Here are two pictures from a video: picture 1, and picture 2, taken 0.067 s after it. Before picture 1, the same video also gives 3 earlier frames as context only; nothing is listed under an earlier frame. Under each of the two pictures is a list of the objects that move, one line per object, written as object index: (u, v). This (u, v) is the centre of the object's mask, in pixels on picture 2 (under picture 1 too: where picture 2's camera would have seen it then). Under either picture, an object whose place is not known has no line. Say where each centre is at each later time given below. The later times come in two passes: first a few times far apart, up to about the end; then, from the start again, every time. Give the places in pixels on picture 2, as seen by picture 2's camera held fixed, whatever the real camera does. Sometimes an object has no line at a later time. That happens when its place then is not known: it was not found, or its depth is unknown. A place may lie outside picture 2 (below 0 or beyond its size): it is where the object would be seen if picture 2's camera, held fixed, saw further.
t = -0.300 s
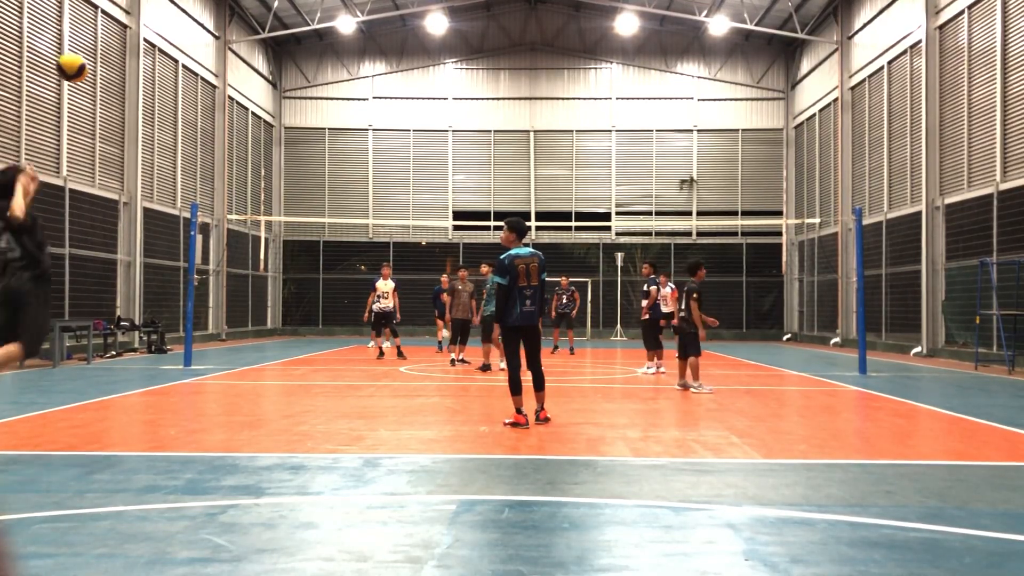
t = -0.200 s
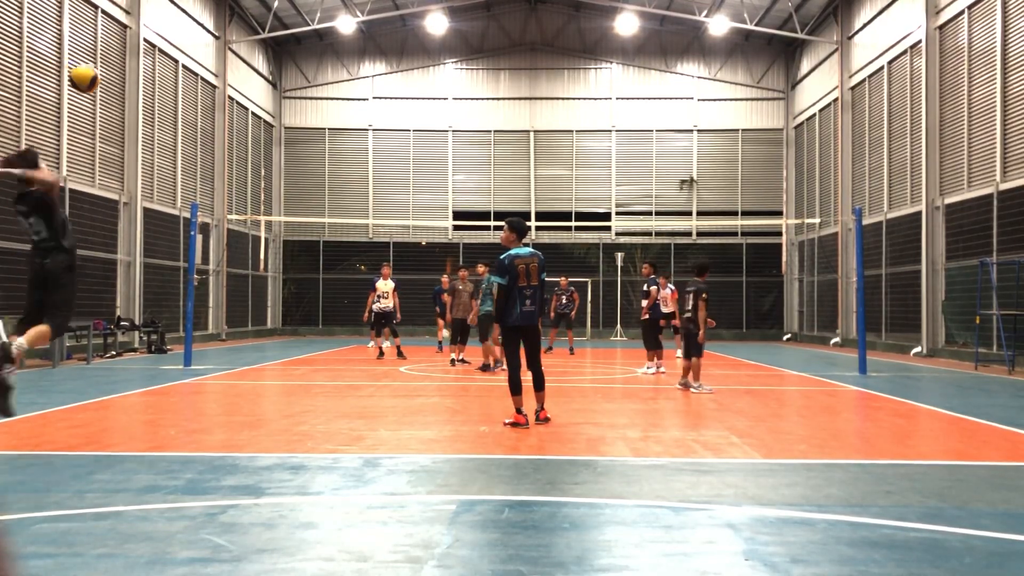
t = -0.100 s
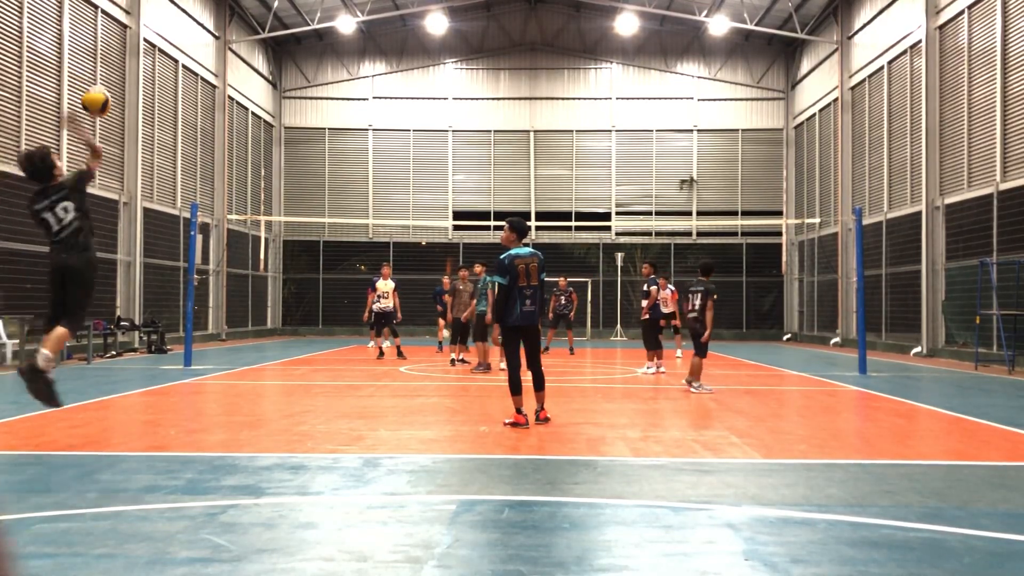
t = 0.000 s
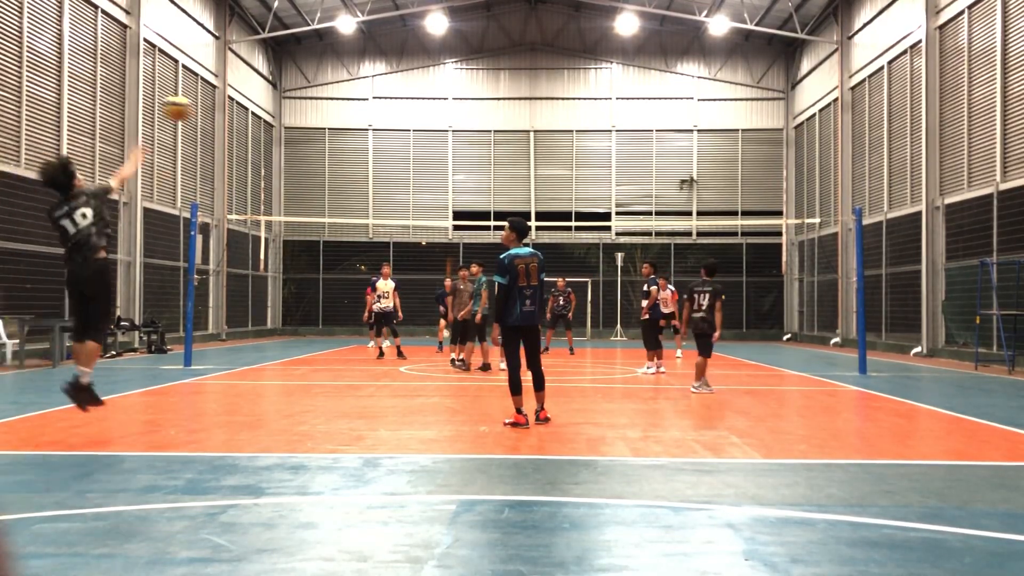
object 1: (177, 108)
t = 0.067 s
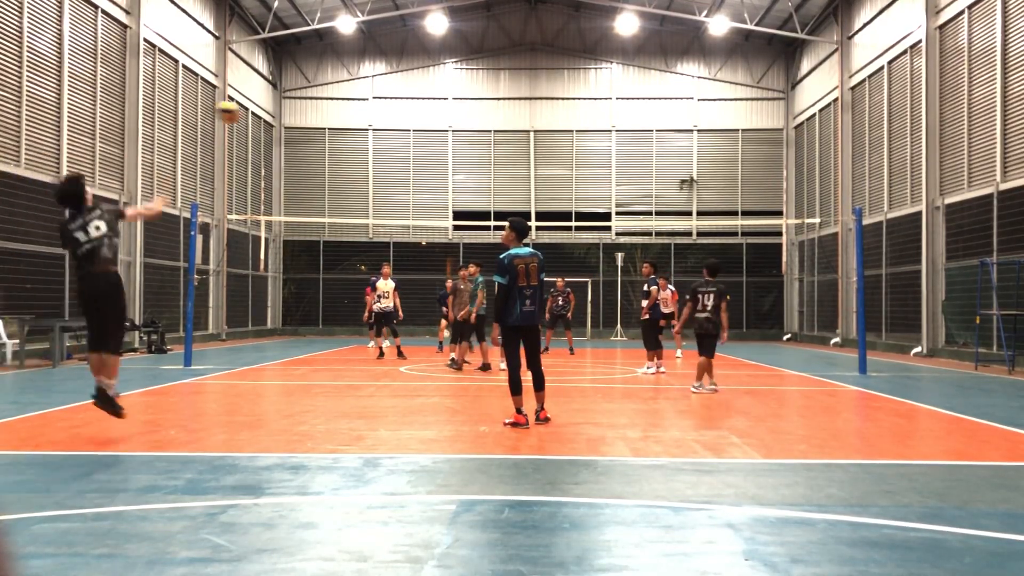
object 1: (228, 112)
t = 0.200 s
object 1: (298, 131)
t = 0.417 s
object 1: (363, 174)
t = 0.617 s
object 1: (396, 215)
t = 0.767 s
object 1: (415, 254)
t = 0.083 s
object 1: (238, 113)
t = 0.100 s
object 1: (249, 116)
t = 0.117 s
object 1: (261, 118)
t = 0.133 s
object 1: (268, 119)
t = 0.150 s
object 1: (277, 121)
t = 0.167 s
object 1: (282, 126)
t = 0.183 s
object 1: (290, 128)
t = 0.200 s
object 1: (298, 131)
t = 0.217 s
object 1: (306, 133)
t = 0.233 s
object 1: (312, 136)
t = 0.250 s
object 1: (317, 139)
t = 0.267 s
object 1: (324, 143)
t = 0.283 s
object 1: (328, 145)
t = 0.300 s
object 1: (333, 150)
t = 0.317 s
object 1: (339, 153)
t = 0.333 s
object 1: (343, 156)
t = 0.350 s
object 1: (348, 160)
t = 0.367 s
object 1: (351, 163)
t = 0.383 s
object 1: (355, 167)
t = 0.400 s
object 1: (360, 171)
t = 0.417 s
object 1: (363, 174)
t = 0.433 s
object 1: (366, 177)
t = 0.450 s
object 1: (369, 181)
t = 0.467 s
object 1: (373, 185)
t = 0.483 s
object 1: (375, 187)
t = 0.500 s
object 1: (379, 191)
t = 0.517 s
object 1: (381, 194)
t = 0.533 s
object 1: (385, 198)
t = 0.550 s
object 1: (387, 202)
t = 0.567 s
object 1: (390, 206)
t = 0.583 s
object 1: (392, 209)
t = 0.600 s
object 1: (395, 214)
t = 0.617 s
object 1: (396, 215)
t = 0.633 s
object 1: (399, 222)
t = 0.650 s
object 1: (403, 228)
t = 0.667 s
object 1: (405, 230)
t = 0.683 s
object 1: (406, 235)
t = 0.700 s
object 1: (408, 238)
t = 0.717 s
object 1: (411, 243)
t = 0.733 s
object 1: (412, 246)
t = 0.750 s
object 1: (414, 251)
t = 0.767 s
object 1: (415, 254)
